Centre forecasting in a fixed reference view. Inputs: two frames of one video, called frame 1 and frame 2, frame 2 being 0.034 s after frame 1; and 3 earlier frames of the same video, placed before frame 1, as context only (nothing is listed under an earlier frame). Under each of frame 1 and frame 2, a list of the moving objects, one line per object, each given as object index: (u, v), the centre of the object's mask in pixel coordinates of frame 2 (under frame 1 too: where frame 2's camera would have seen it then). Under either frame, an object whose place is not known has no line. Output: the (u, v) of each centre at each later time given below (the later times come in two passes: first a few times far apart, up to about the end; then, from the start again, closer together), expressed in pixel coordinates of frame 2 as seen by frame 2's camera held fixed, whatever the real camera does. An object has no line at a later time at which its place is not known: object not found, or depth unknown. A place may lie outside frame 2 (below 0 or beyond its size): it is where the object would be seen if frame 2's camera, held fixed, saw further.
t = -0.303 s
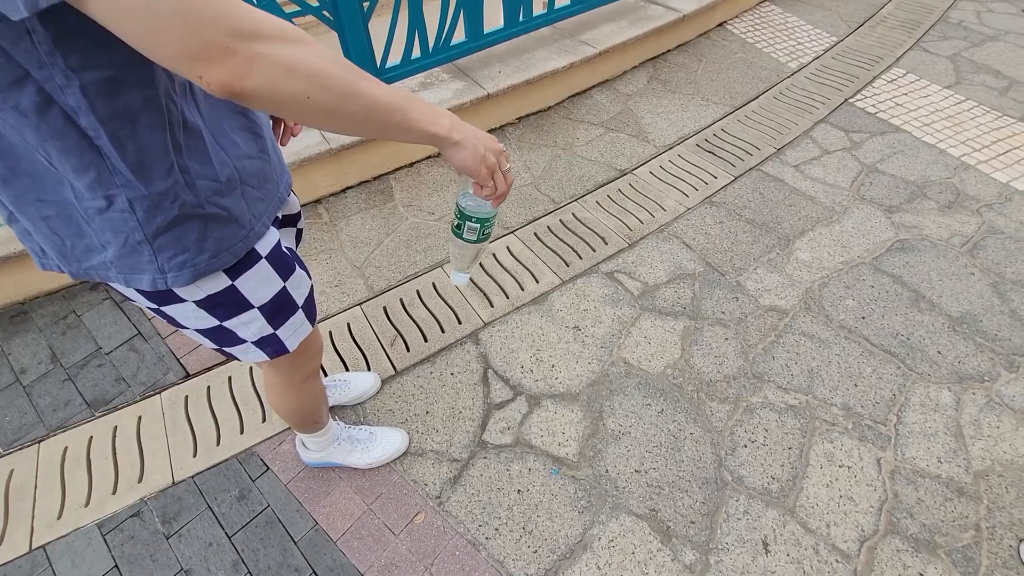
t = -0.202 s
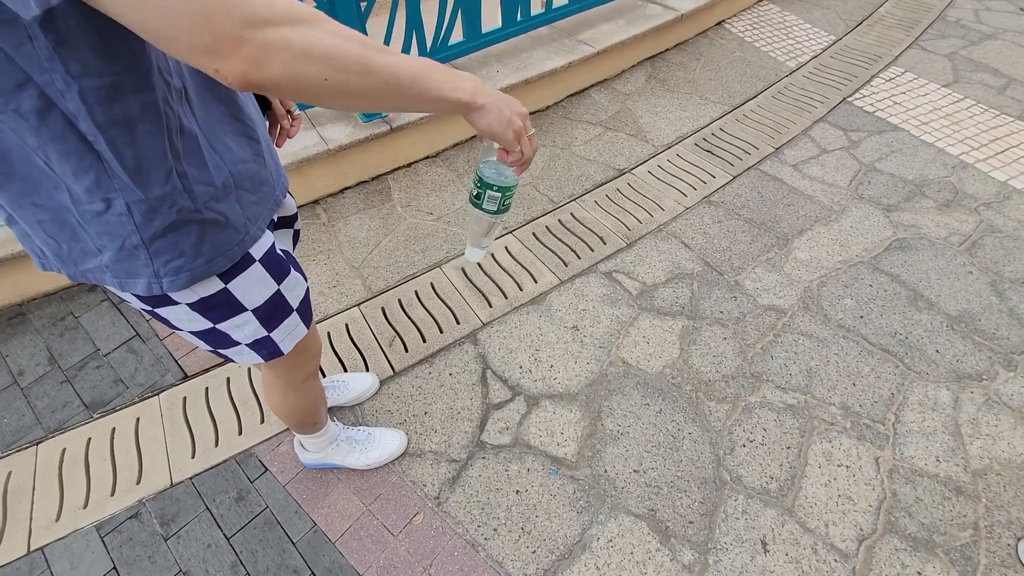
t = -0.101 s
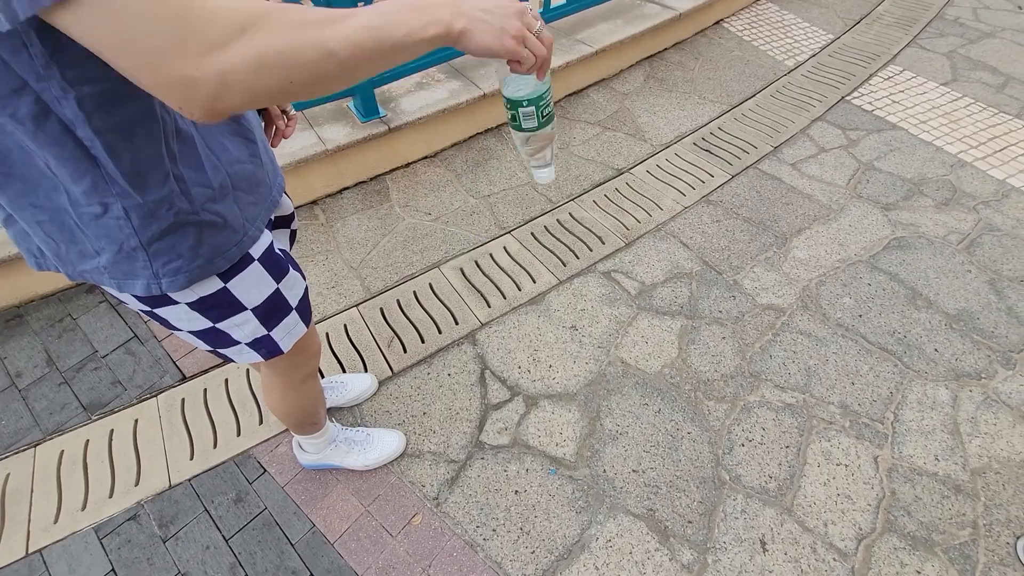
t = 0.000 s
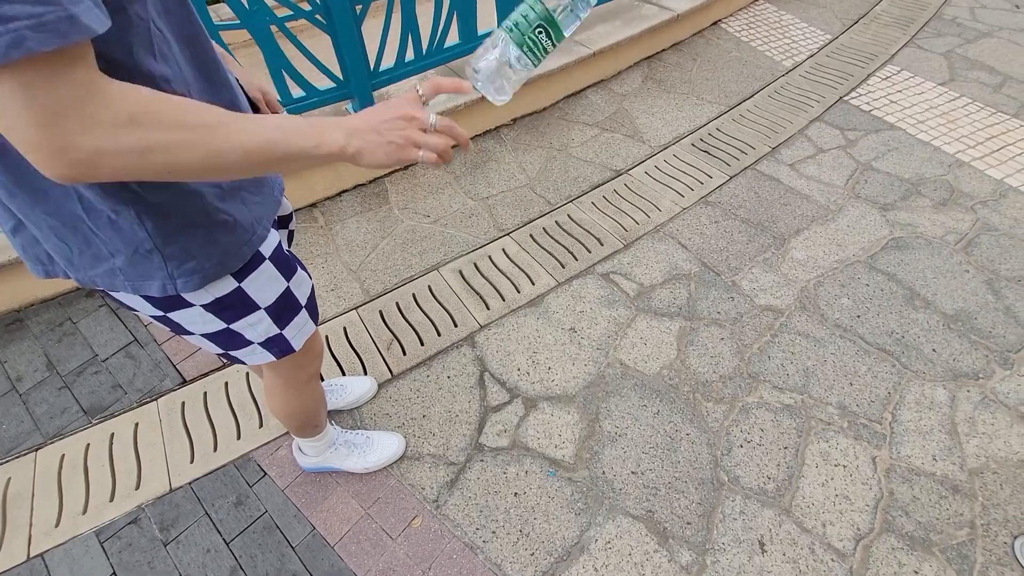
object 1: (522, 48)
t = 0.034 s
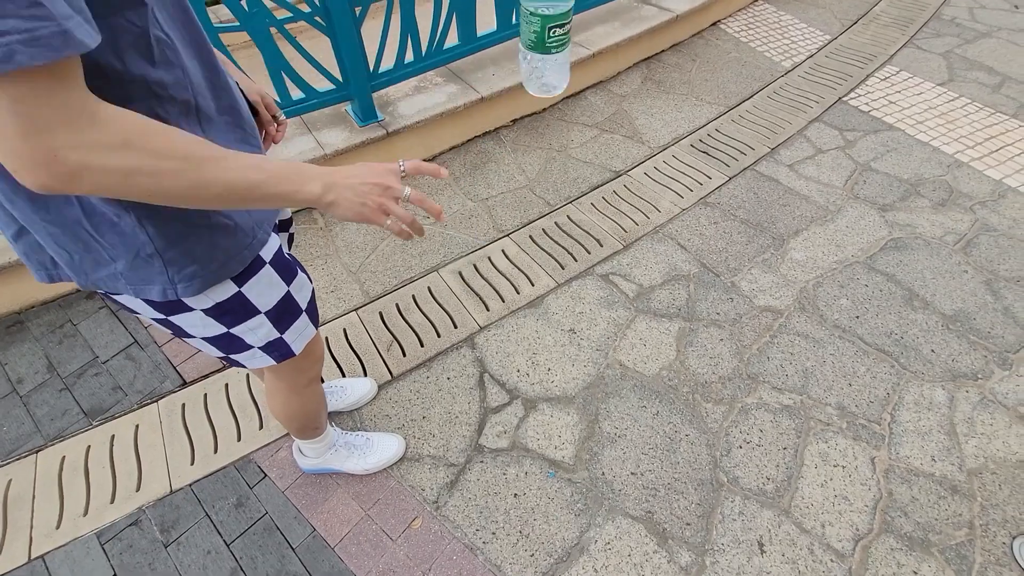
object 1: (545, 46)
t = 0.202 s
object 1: (526, 50)
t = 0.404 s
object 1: (523, 277)
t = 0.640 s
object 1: (504, 363)
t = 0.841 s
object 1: (477, 399)
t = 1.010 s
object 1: (471, 395)
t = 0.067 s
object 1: (570, 21)
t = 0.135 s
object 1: (525, 36)
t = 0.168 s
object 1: (537, 46)
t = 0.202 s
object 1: (526, 50)
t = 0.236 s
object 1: (522, 99)
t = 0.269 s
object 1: (529, 134)
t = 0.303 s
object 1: (530, 168)
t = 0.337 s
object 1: (526, 204)
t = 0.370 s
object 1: (522, 242)
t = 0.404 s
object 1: (523, 277)
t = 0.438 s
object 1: (525, 307)
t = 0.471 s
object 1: (526, 333)
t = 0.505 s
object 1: (521, 353)
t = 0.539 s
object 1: (513, 360)
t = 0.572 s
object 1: (512, 357)
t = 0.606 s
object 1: (508, 360)
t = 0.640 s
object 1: (504, 363)
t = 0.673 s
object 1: (499, 373)
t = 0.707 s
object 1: (492, 385)
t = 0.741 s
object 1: (489, 396)
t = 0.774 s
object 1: (485, 397)
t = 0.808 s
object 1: (482, 397)
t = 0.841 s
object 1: (477, 399)
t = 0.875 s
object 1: (476, 399)
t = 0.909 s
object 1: (474, 399)
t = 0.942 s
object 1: (473, 398)
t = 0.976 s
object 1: (472, 397)
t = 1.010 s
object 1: (471, 395)
